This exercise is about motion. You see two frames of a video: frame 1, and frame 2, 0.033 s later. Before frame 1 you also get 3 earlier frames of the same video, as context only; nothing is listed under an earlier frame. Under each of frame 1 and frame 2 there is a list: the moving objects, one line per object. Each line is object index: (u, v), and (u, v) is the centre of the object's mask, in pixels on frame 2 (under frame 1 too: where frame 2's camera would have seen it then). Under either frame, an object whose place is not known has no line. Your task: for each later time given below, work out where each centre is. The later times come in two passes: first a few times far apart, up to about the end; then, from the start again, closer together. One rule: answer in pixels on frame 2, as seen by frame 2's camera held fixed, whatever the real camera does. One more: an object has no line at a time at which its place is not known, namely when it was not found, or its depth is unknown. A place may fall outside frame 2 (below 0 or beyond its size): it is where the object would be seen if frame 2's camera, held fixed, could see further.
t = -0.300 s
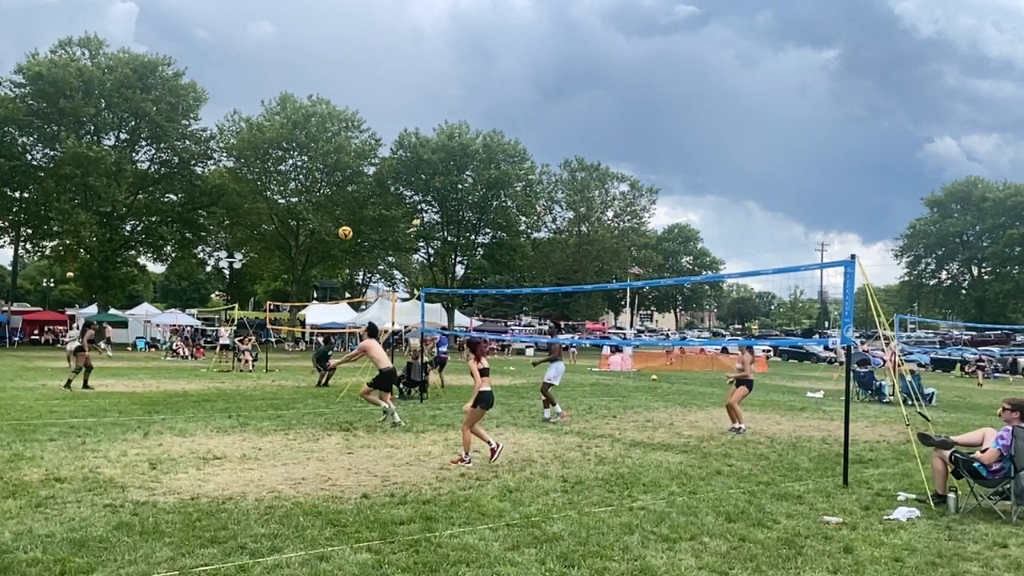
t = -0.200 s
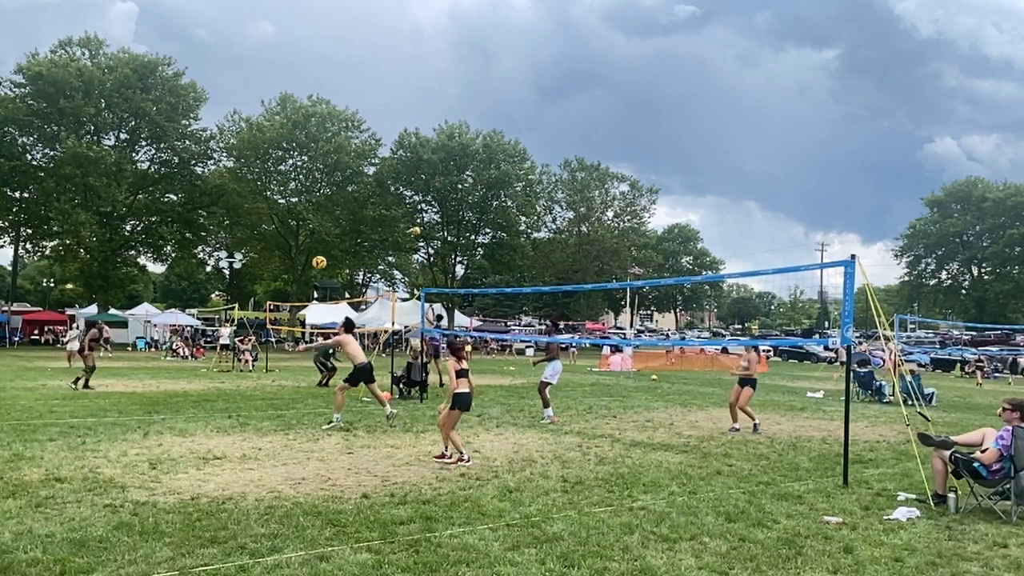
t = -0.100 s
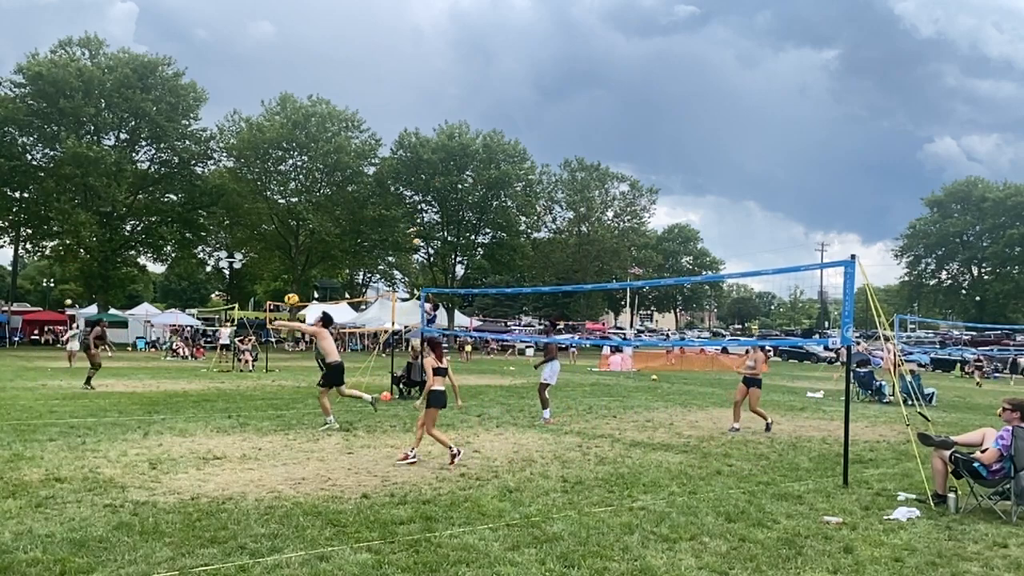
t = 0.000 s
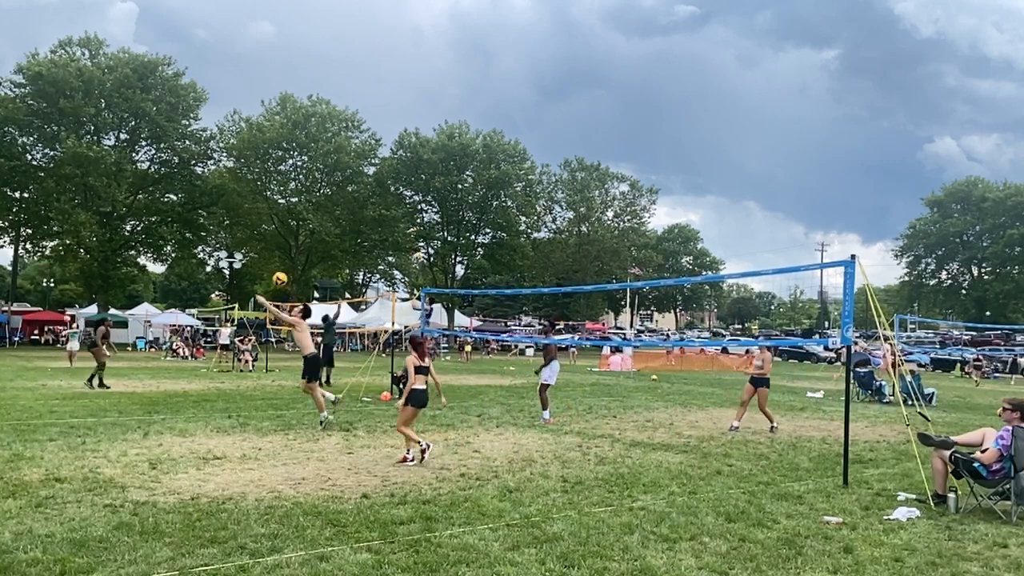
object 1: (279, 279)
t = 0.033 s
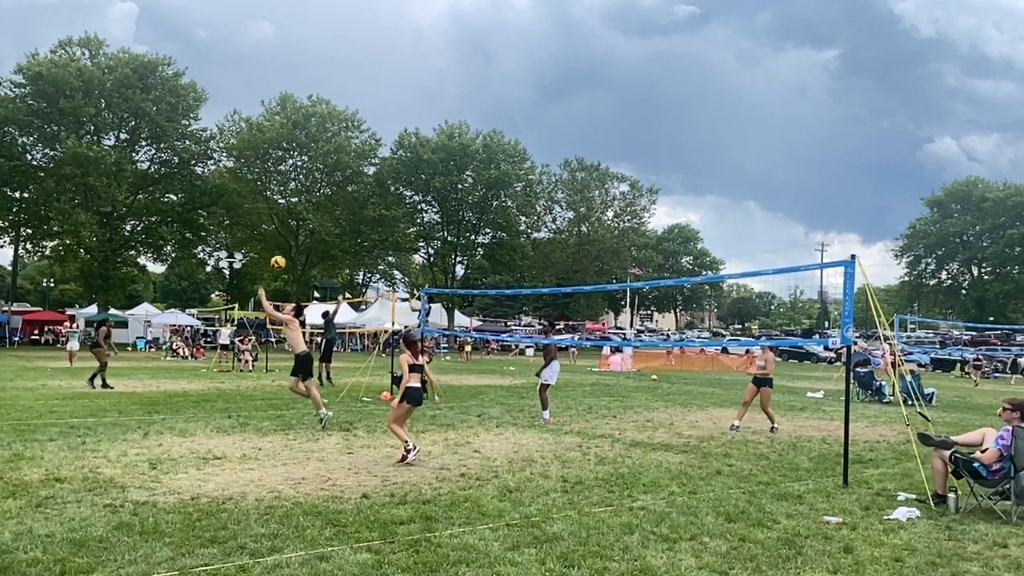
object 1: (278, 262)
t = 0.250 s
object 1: (266, 173)
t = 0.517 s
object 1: (251, 104)
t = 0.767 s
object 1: (235, 81)
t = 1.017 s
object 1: (217, 102)
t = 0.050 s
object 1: (277, 255)
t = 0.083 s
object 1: (275, 239)
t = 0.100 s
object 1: (274, 232)
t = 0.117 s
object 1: (273, 224)
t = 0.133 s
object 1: (272, 215)
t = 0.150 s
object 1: (271, 209)
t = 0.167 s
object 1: (270, 202)
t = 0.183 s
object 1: (269, 198)
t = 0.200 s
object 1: (268, 191)
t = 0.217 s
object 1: (268, 185)
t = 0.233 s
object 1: (267, 179)
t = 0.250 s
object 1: (266, 173)
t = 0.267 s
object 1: (264, 167)
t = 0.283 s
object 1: (263, 161)
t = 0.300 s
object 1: (262, 156)
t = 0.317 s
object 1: (261, 151)
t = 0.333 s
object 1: (261, 146)
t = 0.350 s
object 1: (260, 141)
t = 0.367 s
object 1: (259, 137)
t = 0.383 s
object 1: (258, 132)
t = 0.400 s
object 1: (258, 126)
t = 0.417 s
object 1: (257, 123)
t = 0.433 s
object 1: (256, 119)
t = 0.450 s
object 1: (255, 117)
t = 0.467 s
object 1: (254, 113)
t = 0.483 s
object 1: (253, 110)
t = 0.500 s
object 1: (251, 107)
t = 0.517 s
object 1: (251, 104)
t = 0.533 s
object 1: (249, 101)
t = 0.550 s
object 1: (249, 98)
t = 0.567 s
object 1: (248, 96)
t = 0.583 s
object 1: (247, 94)
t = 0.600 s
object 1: (246, 92)
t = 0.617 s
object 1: (245, 90)
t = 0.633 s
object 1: (244, 88)
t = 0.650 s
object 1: (243, 87)
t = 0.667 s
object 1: (242, 85)
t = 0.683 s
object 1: (240, 84)
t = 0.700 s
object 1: (239, 83)
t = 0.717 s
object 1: (238, 82)
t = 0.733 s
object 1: (237, 81)
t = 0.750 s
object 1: (236, 81)
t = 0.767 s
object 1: (235, 81)
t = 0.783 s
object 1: (233, 81)
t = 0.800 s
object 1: (232, 81)
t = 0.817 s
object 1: (231, 82)
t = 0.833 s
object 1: (230, 82)
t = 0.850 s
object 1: (229, 83)
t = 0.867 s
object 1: (228, 84)
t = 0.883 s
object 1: (226, 85)
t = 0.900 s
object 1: (225, 87)
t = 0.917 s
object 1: (224, 88)
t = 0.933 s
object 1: (223, 90)
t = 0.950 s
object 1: (221, 92)
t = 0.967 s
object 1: (220, 95)
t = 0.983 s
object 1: (219, 96)
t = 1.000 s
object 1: (218, 99)
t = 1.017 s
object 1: (217, 102)
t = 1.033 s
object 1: (215, 105)
